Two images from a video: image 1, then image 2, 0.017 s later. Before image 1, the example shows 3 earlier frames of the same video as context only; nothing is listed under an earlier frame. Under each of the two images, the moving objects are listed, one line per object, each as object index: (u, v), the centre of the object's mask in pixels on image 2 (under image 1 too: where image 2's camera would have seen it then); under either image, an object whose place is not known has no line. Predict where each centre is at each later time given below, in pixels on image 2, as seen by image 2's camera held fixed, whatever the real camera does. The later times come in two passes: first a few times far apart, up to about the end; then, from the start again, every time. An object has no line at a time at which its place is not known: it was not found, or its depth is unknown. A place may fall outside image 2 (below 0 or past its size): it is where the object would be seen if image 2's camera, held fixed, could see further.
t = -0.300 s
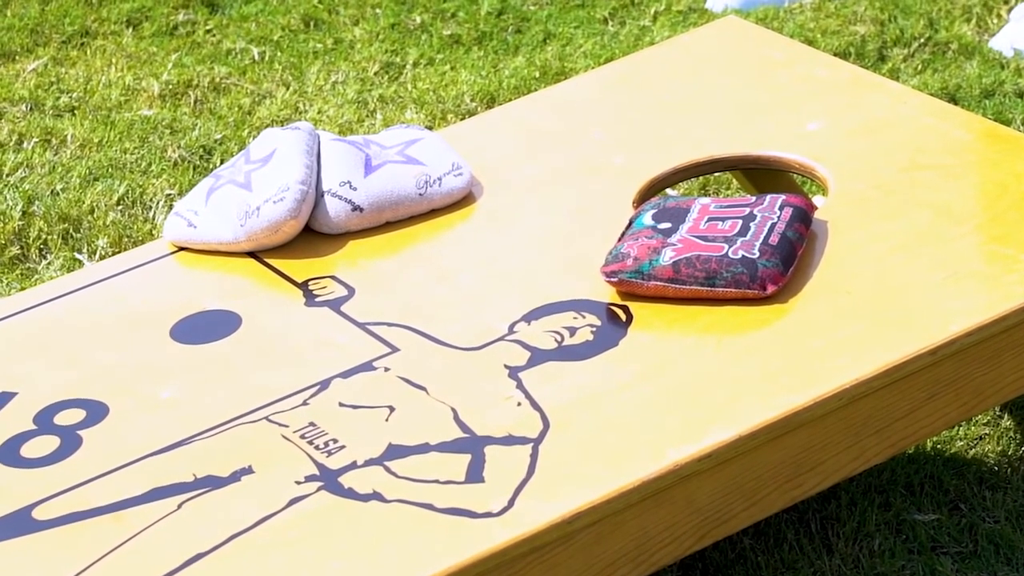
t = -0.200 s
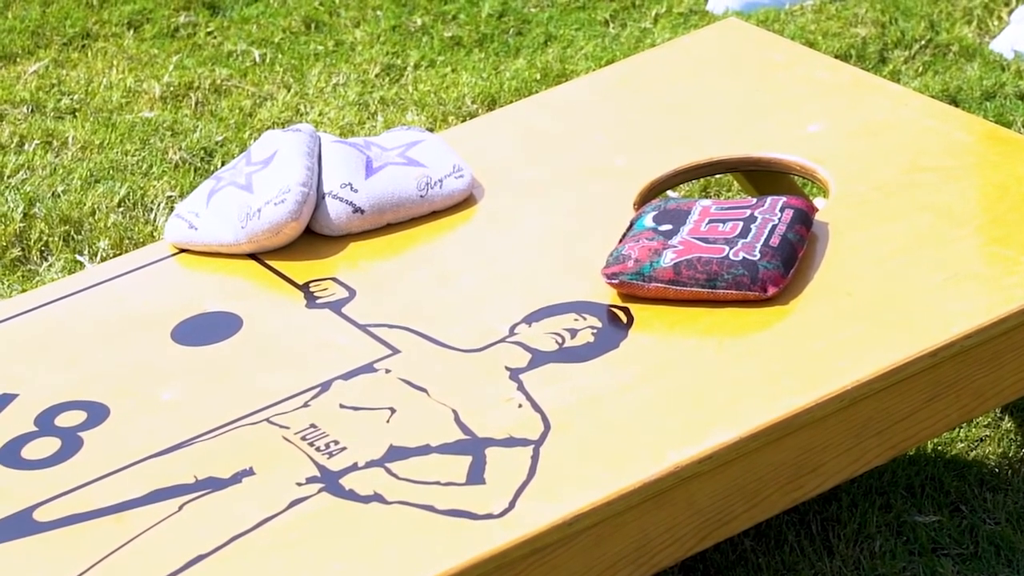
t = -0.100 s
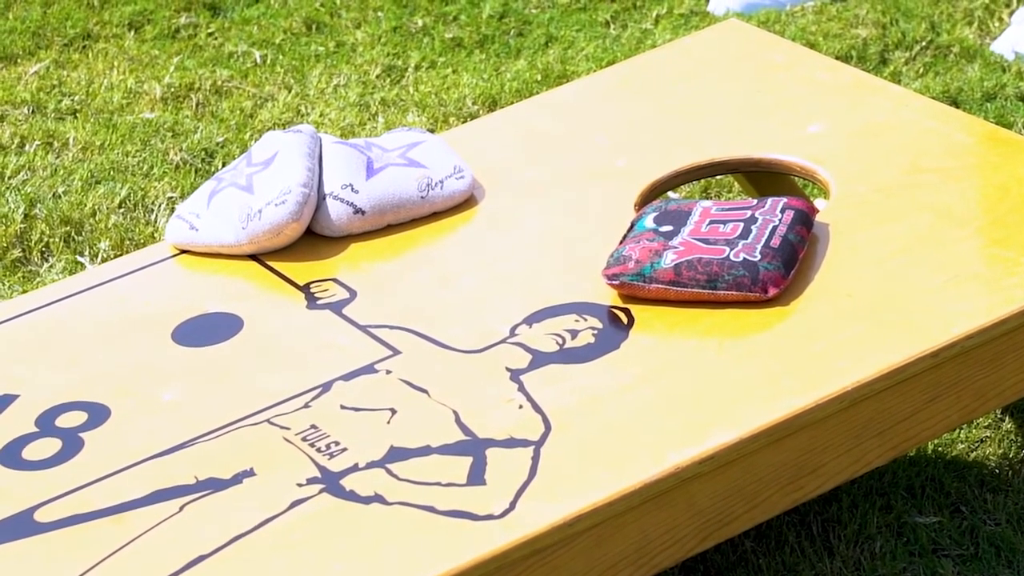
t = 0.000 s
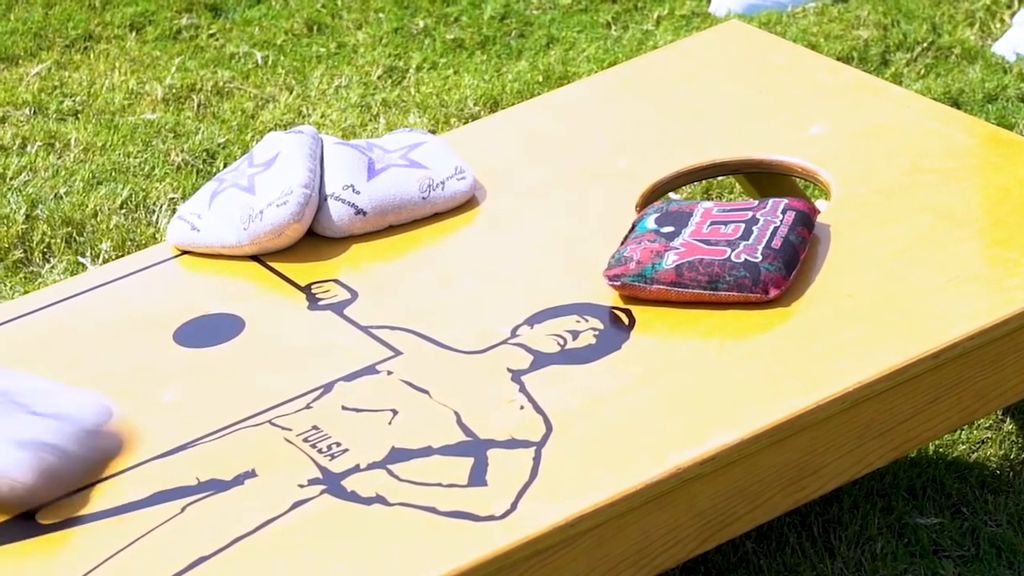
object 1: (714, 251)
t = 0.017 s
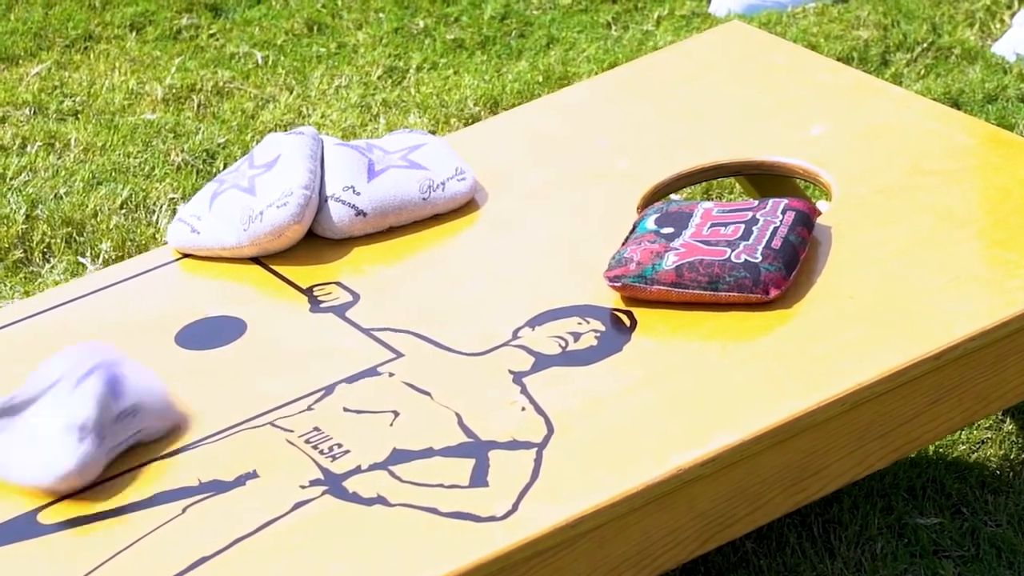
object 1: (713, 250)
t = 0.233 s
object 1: (731, 243)
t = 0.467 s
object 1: (727, 246)
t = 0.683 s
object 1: (727, 246)
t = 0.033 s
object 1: (713, 253)
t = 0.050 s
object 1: (712, 251)
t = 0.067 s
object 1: (712, 250)
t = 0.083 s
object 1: (711, 251)
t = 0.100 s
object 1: (710, 253)
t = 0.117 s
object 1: (710, 253)
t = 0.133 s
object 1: (710, 253)
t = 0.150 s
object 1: (711, 253)
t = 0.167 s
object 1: (712, 252)
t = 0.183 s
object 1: (717, 248)
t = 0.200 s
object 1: (722, 244)
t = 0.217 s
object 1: (728, 243)
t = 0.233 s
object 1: (731, 243)
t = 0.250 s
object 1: (733, 242)
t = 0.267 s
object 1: (733, 244)
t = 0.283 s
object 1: (732, 244)
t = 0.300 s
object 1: (731, 245)
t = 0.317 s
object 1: (730, 246)
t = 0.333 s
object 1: (728, 246)
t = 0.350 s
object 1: (727, 246)
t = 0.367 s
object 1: (727, 246)
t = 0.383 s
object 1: (727, 246)
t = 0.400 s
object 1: (727, 246)
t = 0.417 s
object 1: (727, 246)
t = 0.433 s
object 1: (727, 246)
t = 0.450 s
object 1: (727, 246)
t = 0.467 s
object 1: (727, 246)
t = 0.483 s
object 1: (727, 246)
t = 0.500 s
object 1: (727, 246)
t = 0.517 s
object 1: (727, 246)
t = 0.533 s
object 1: (727, 246)
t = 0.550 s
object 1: (727, 246)
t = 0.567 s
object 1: (727, 246)
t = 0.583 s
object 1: (727, 246)
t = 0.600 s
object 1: (727, 246)
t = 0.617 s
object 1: (727, 246)
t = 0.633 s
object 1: (727, 246)
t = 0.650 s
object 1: (727, 246)
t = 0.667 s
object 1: (727, 246)
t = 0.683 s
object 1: (727, 246)
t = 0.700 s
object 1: (727, 246)
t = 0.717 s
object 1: (727, 246)
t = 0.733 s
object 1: (727, 246)
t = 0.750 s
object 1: (727, 246)
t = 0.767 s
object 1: (727, 246)
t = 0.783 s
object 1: (727, 246)
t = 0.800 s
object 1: (727, 246)
